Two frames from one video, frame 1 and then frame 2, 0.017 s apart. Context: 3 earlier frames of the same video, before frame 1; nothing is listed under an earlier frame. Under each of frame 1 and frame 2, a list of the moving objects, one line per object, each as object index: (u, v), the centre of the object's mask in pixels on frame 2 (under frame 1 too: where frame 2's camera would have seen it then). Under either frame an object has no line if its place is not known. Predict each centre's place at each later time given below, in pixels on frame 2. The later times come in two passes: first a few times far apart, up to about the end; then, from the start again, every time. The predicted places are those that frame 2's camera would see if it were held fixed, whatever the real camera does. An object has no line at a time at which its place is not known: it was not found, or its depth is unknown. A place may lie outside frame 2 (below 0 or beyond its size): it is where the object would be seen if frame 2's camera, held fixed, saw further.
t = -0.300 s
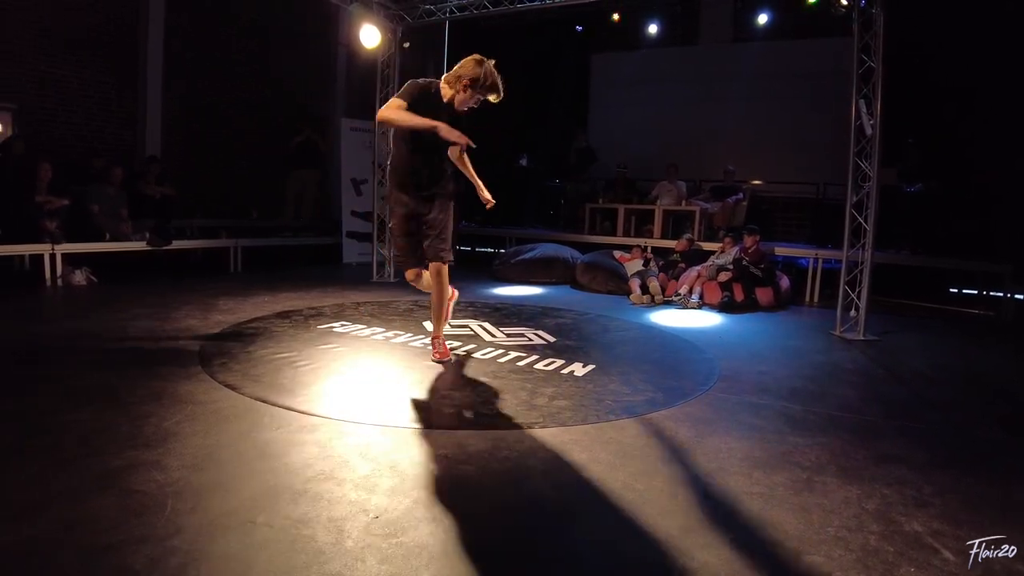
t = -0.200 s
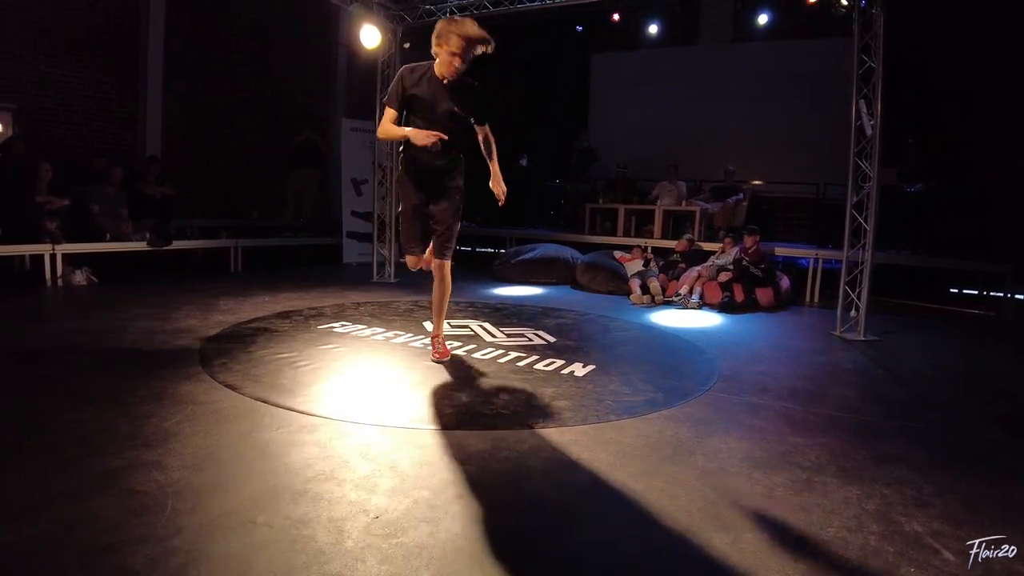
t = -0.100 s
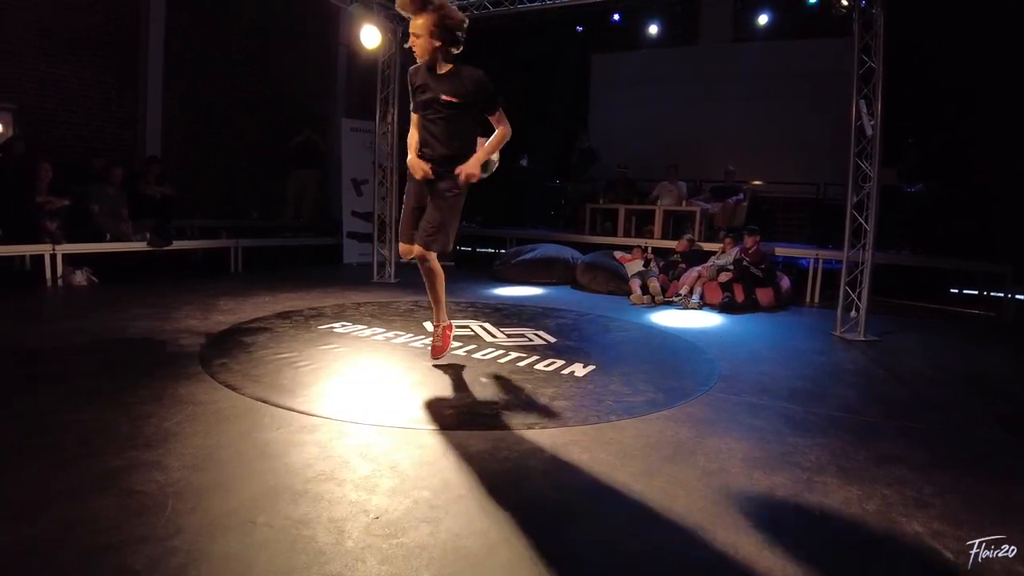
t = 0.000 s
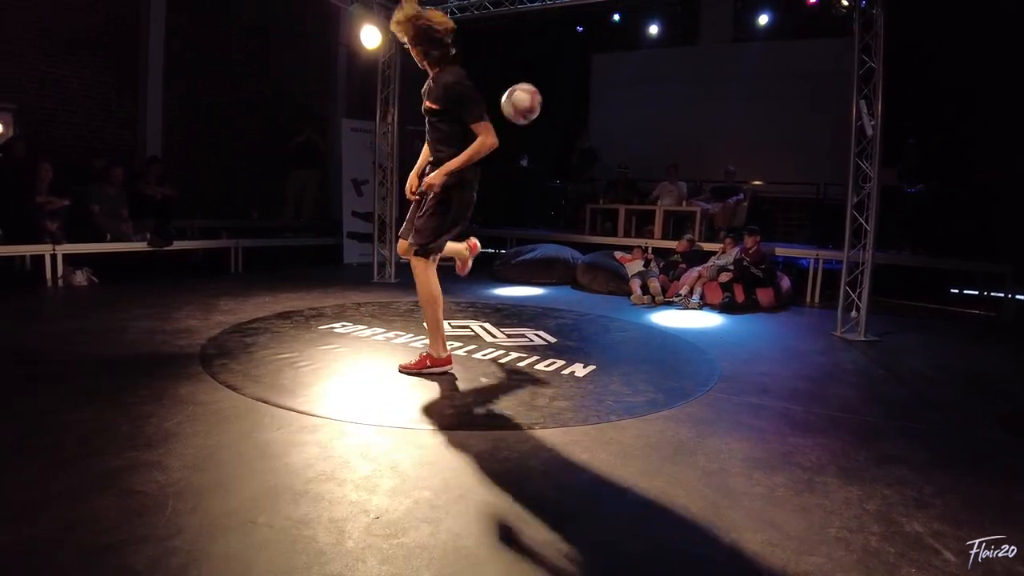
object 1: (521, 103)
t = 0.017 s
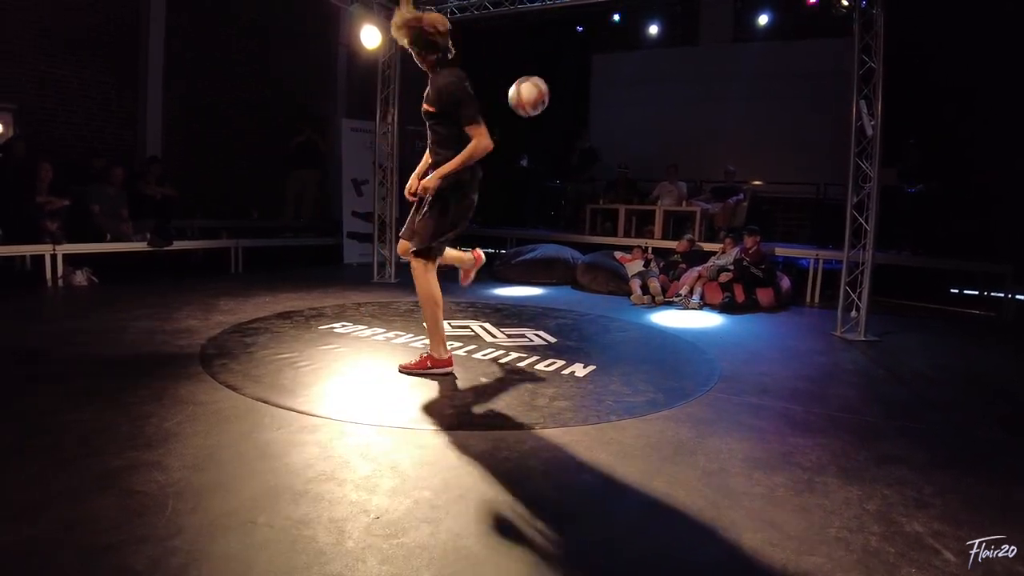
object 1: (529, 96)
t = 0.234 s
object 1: (625, 39)
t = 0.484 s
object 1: (739, 83)
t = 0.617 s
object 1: (801, 160)
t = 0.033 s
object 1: (536, 89)
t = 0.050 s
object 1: (543, 82)
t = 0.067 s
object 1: (550, 76)
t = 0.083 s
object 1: (558, 70)
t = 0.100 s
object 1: (565, 65)
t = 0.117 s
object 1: (572, 60)
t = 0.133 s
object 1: (580, 55)
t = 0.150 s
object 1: (587, 51)
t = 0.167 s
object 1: (594, 48)
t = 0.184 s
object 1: (602, 45)
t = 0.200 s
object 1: (610, 42)
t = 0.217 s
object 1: (618, 41)
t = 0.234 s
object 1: (625, 39)
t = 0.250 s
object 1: (632, 39)
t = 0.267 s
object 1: (640, 38)
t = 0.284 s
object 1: (648, 38)
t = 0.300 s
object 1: (655, 39)
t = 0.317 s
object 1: (663, 40)
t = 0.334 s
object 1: (671, 42)
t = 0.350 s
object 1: (679, 44)
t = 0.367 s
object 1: (685, 46)
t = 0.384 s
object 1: (694, 50)
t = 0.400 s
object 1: (701, 54)
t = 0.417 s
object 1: (708, 58)
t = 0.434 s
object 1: (717, 64)
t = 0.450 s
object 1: (725, 70)
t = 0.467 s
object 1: (732, 76)
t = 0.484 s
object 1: (739, 83)
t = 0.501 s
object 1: (747, 90)
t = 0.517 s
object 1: (756, 99)
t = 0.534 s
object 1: (764, 108)
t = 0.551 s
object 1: (771, 117)
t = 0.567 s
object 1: (779, 128)
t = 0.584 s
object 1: (785, 137)
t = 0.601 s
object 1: (793, 148)
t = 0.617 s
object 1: (801, 160)
